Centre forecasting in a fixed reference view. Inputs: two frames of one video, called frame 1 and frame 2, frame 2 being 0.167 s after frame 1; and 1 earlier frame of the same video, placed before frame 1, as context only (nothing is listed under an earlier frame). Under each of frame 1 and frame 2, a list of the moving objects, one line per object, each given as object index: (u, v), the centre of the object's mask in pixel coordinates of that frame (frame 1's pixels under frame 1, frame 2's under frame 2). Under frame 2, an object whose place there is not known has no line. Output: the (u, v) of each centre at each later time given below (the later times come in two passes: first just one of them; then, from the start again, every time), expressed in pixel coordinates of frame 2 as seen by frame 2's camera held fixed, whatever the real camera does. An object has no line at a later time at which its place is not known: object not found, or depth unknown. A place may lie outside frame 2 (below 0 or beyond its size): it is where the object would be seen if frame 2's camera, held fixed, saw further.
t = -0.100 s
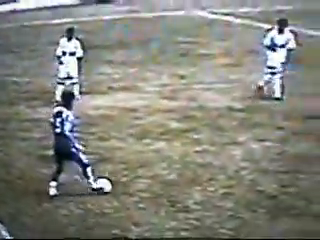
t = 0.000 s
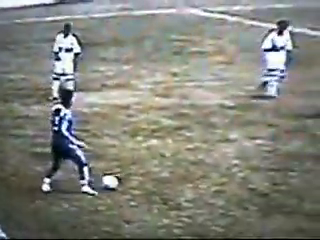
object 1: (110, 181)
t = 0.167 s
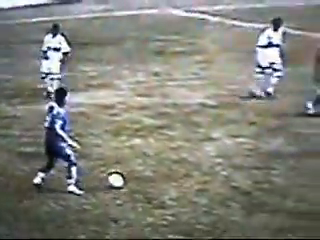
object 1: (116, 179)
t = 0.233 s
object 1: (123, 179)
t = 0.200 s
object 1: (119, 179)
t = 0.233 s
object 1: (123, 179)
